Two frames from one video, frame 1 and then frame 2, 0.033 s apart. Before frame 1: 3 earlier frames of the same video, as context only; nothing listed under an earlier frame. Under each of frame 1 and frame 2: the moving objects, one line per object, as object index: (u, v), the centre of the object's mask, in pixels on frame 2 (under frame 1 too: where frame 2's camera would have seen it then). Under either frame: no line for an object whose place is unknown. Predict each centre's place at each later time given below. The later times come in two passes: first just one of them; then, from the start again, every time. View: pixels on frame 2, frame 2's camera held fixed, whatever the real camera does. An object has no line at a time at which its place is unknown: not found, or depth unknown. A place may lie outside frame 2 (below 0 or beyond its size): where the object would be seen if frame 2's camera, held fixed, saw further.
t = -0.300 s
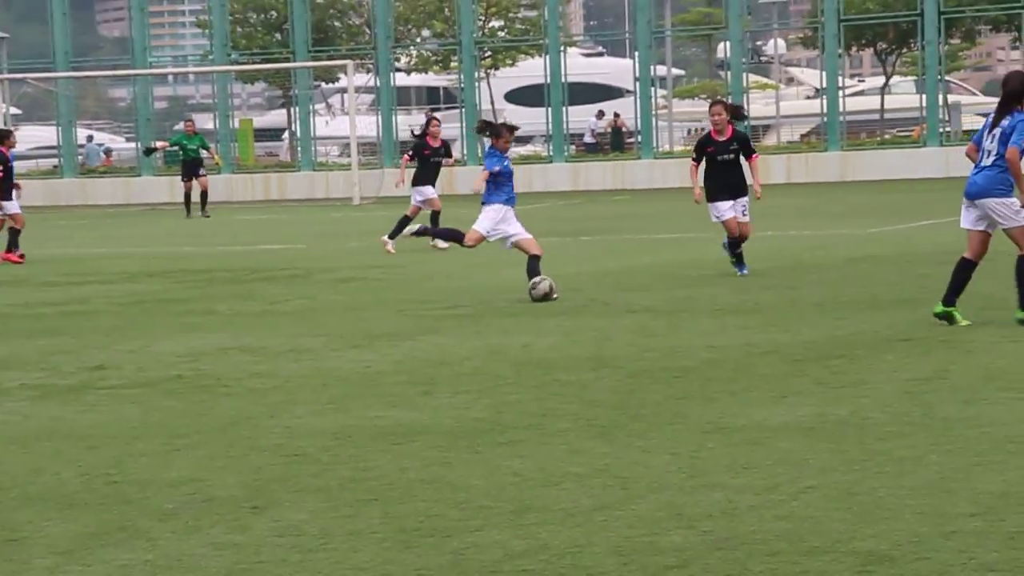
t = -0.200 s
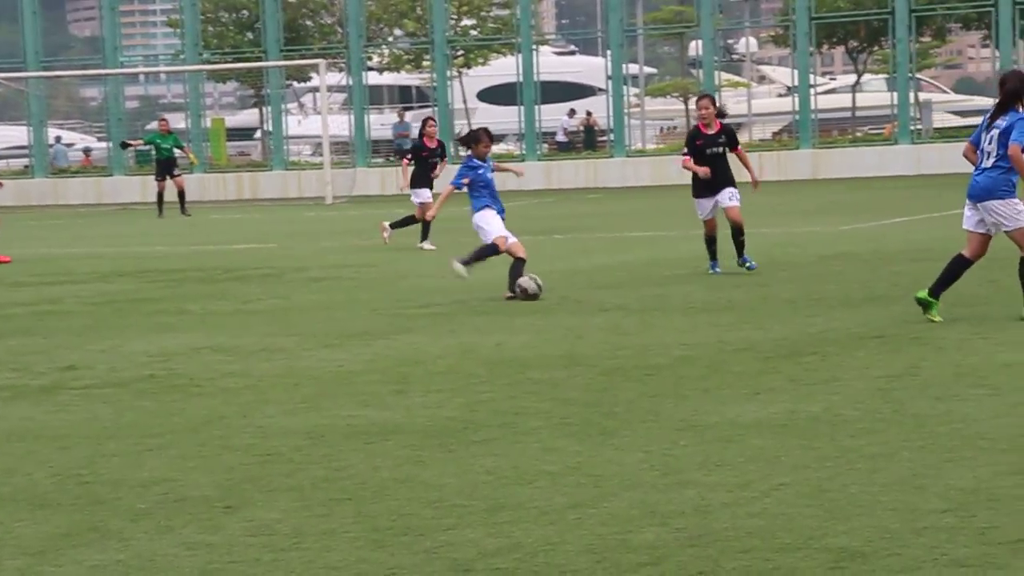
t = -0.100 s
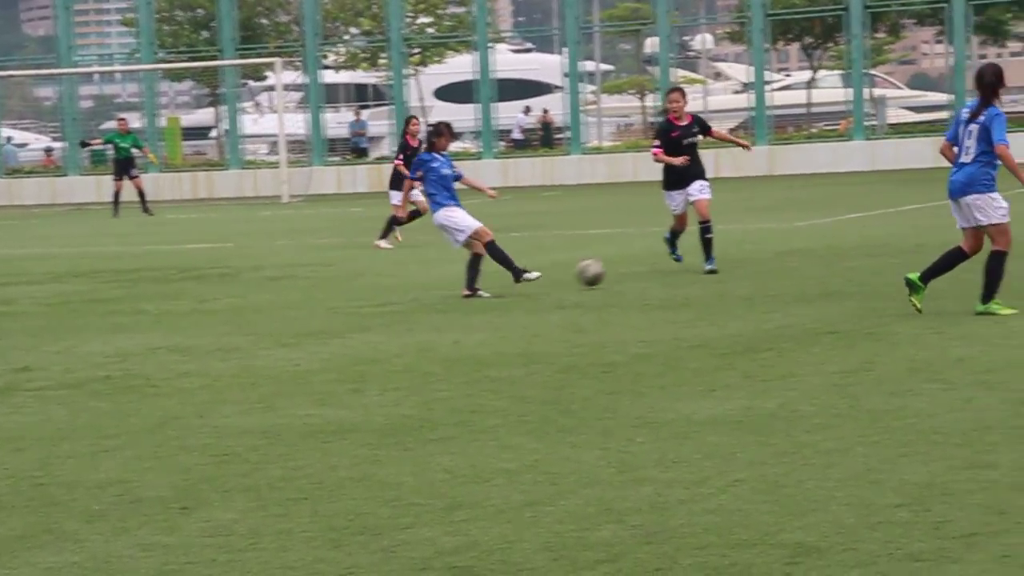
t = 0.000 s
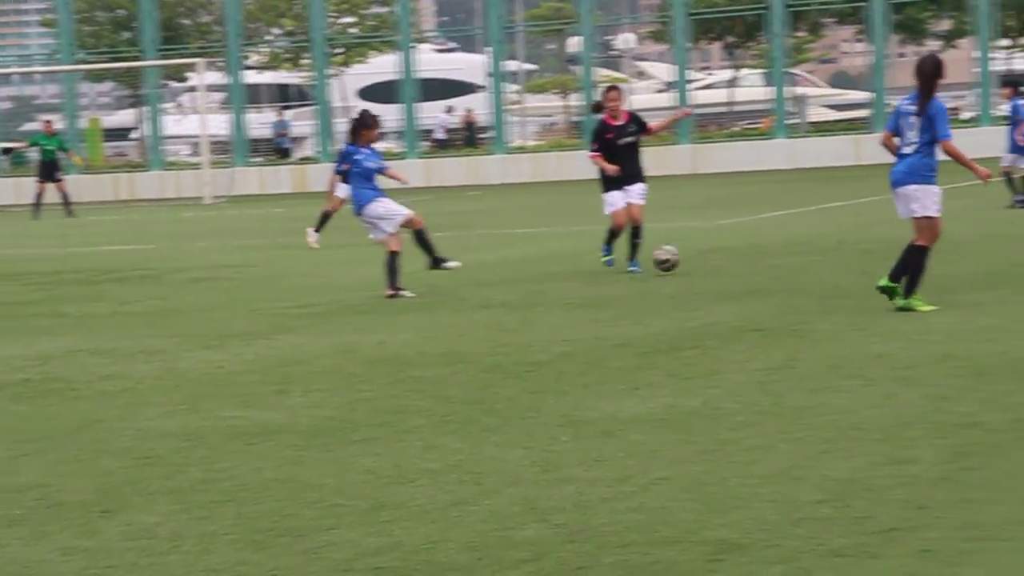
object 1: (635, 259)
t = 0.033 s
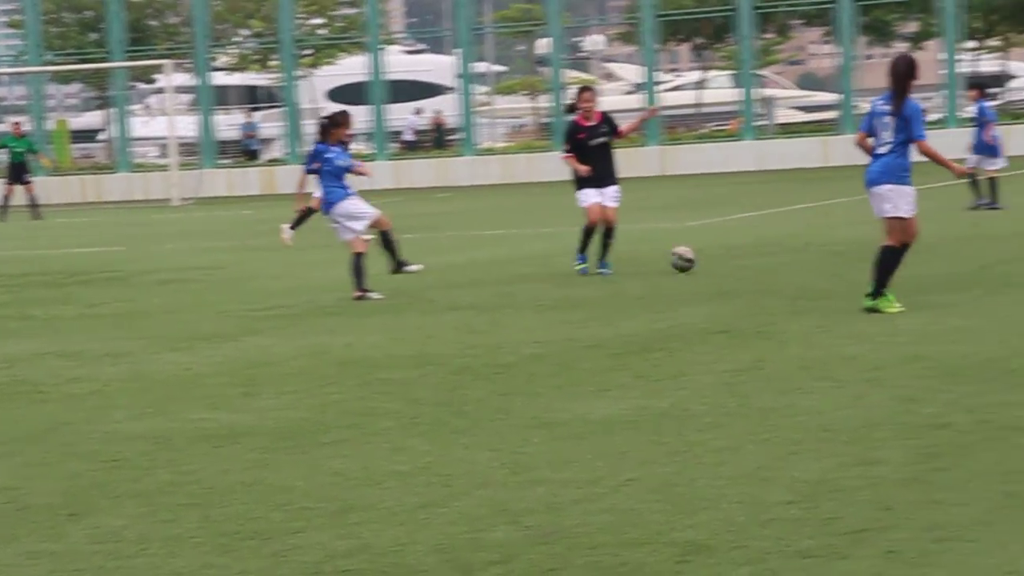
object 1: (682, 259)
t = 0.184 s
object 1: (873, 237)
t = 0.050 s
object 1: (706, 258)
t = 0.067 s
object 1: (729, 257)
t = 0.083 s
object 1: (750, 253)
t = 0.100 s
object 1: (771, 250)
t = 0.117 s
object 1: (791, 246)
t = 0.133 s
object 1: (812, 244)
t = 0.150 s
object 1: (832, 241)
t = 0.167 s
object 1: (852, 239)
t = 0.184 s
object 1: (873, 237)
